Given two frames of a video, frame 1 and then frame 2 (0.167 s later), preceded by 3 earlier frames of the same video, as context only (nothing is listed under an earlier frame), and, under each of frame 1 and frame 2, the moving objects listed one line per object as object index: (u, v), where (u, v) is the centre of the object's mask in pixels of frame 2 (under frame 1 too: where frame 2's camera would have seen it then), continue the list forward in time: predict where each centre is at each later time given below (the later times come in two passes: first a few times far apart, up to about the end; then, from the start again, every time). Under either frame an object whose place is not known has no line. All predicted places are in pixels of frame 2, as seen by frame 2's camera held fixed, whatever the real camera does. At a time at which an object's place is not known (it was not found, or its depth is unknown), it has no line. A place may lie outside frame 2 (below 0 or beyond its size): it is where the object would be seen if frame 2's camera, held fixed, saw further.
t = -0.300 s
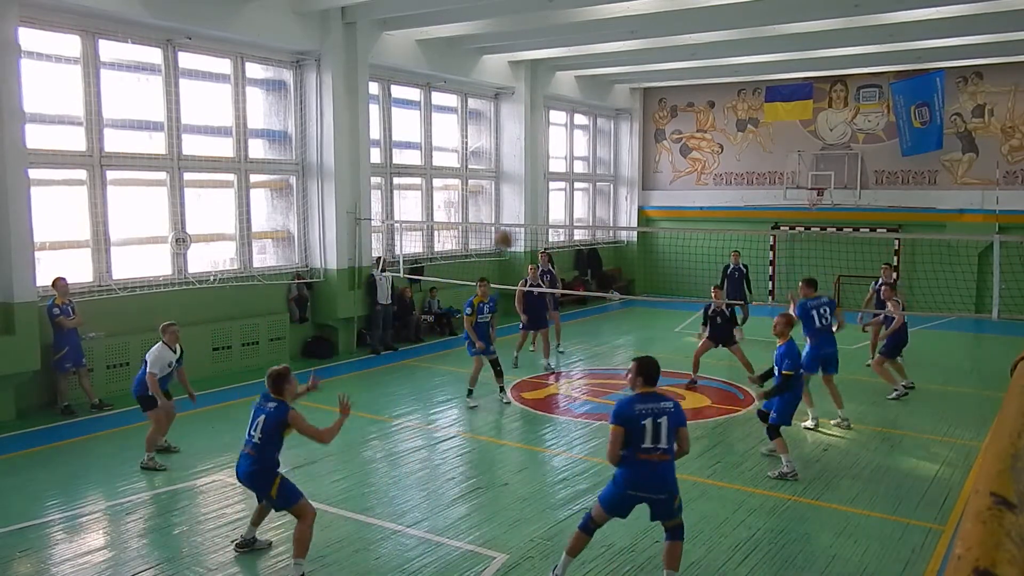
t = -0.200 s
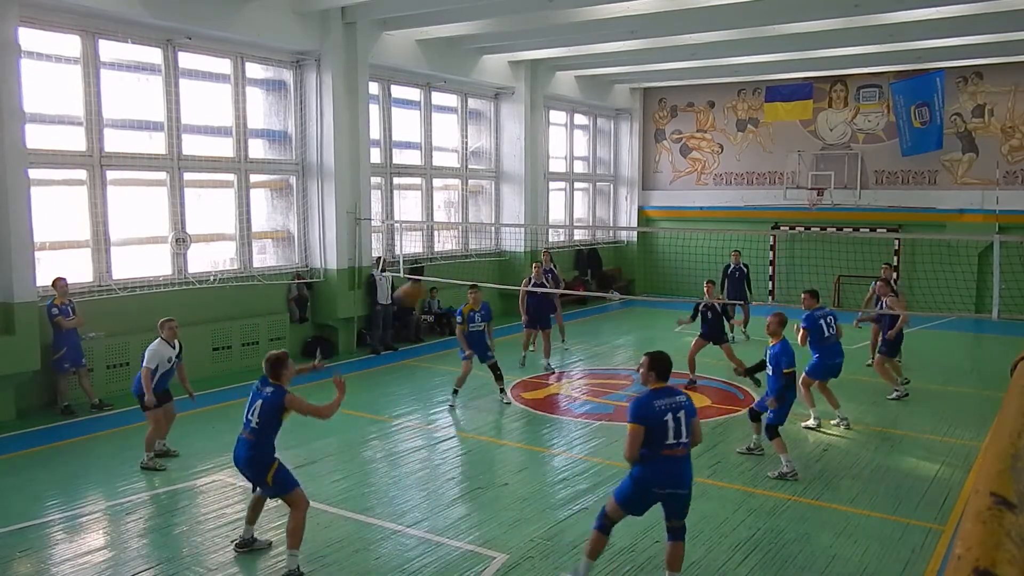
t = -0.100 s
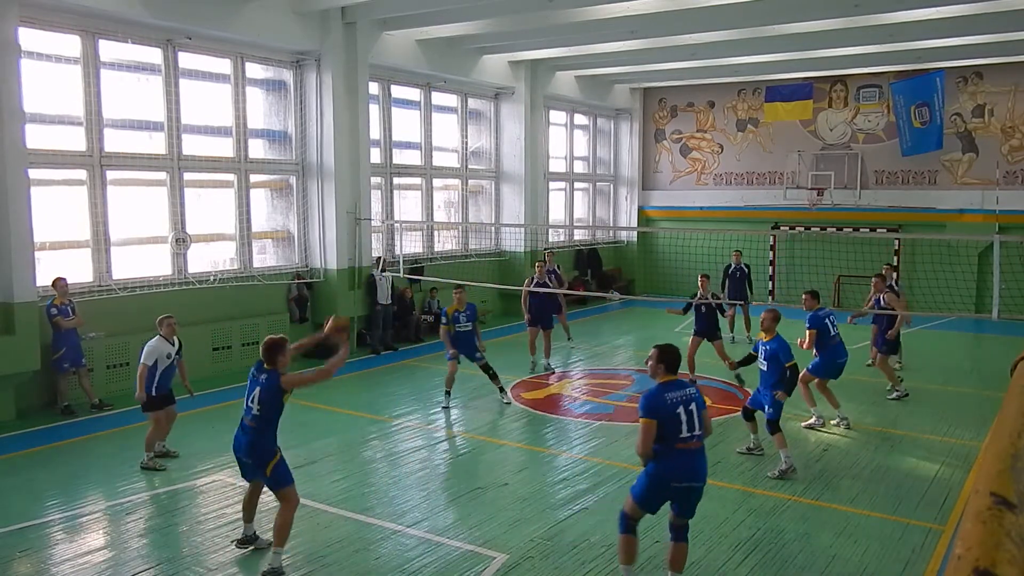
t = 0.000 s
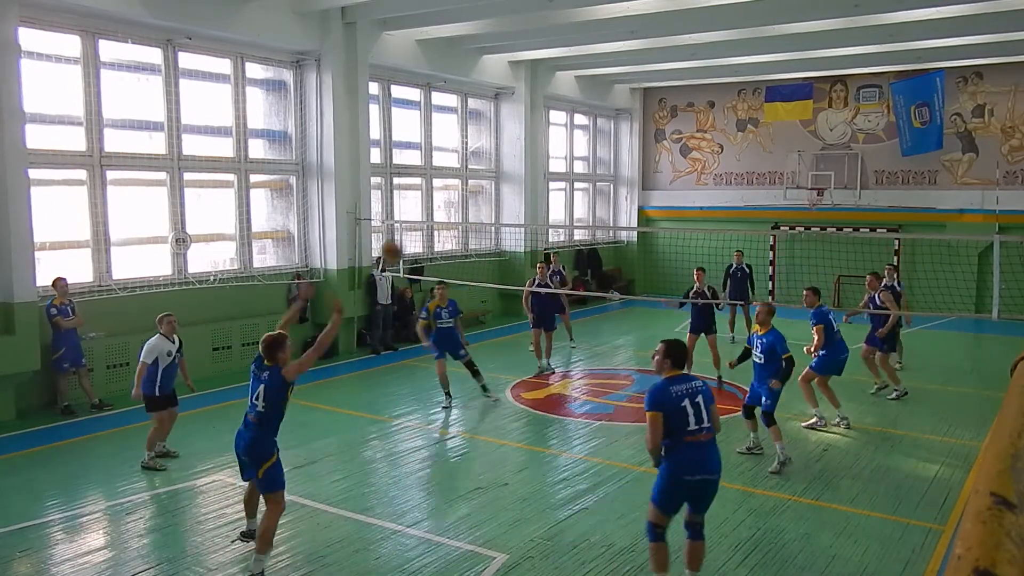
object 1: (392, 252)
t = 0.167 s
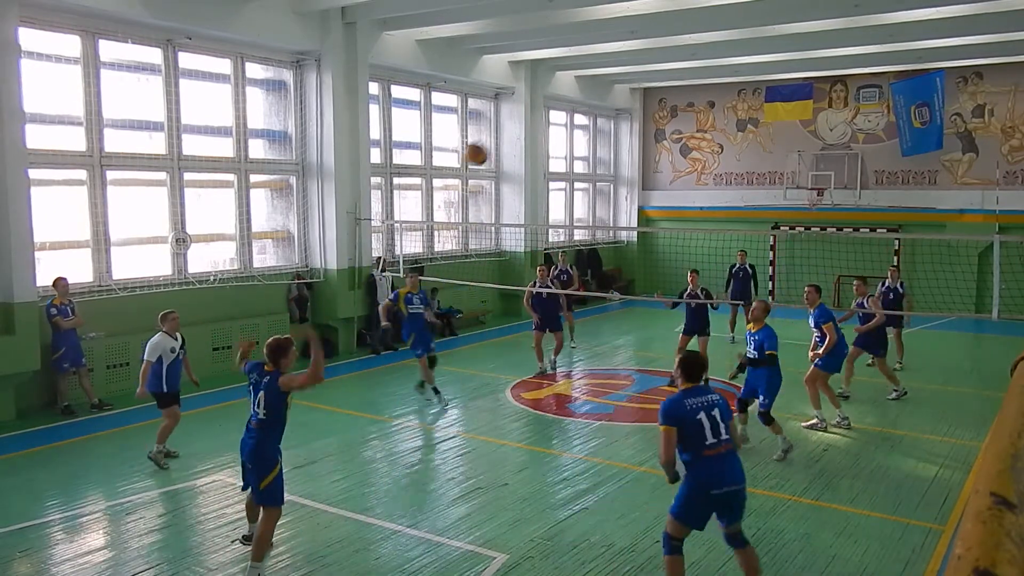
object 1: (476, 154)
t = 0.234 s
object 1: (507, 125)
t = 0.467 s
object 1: (611, 73)
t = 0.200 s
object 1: (493, 138)
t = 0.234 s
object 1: (507, 125)
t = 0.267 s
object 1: (523, 113)
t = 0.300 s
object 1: (539, 104)
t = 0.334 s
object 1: (554, 95)
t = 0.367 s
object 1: (568, 87)
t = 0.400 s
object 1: (582, 82)
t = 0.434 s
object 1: (597, 77)
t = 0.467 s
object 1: (611, 73)
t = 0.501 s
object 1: (624, 71)
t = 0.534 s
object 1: (638, 71)
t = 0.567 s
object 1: (650, 71)
